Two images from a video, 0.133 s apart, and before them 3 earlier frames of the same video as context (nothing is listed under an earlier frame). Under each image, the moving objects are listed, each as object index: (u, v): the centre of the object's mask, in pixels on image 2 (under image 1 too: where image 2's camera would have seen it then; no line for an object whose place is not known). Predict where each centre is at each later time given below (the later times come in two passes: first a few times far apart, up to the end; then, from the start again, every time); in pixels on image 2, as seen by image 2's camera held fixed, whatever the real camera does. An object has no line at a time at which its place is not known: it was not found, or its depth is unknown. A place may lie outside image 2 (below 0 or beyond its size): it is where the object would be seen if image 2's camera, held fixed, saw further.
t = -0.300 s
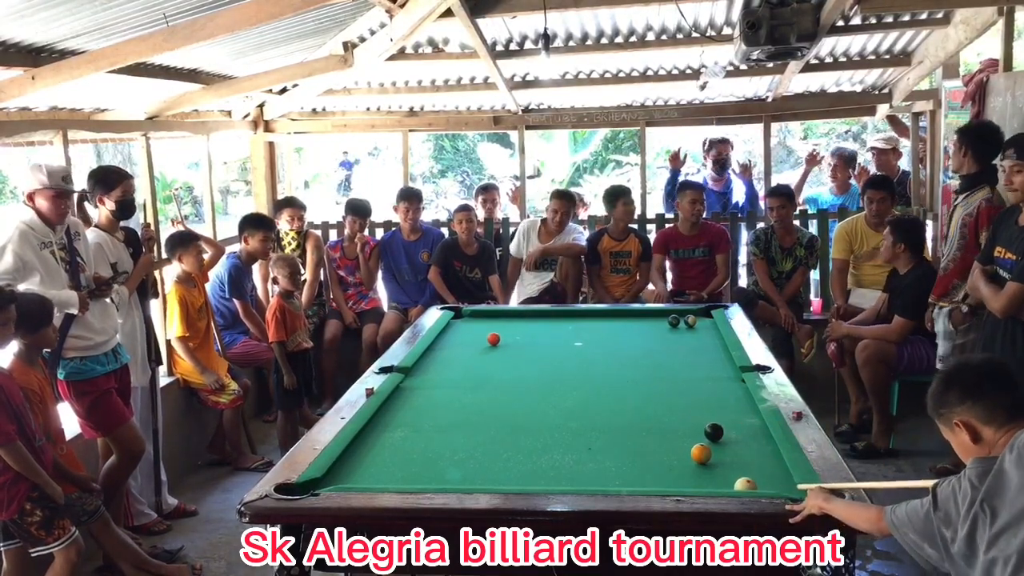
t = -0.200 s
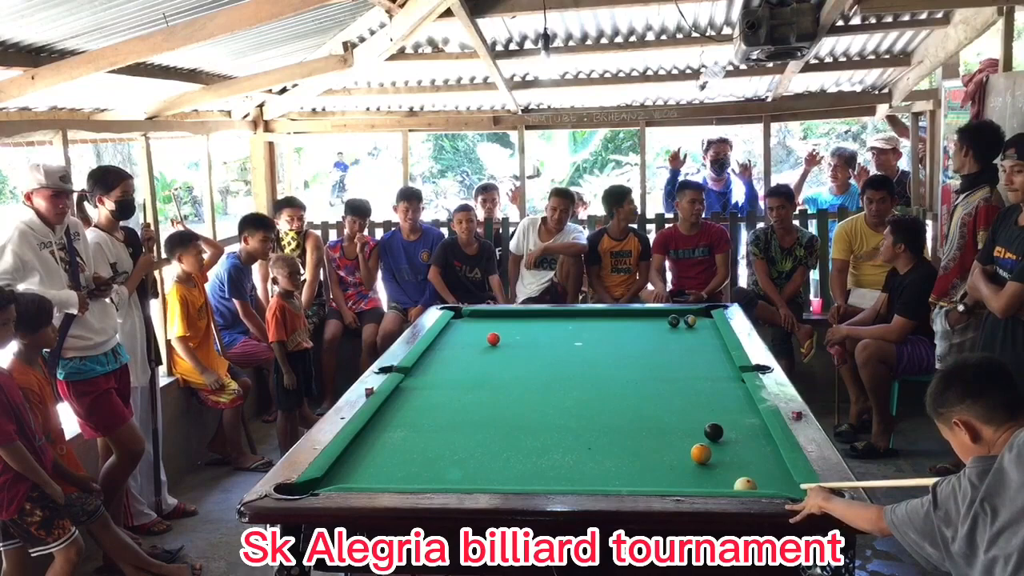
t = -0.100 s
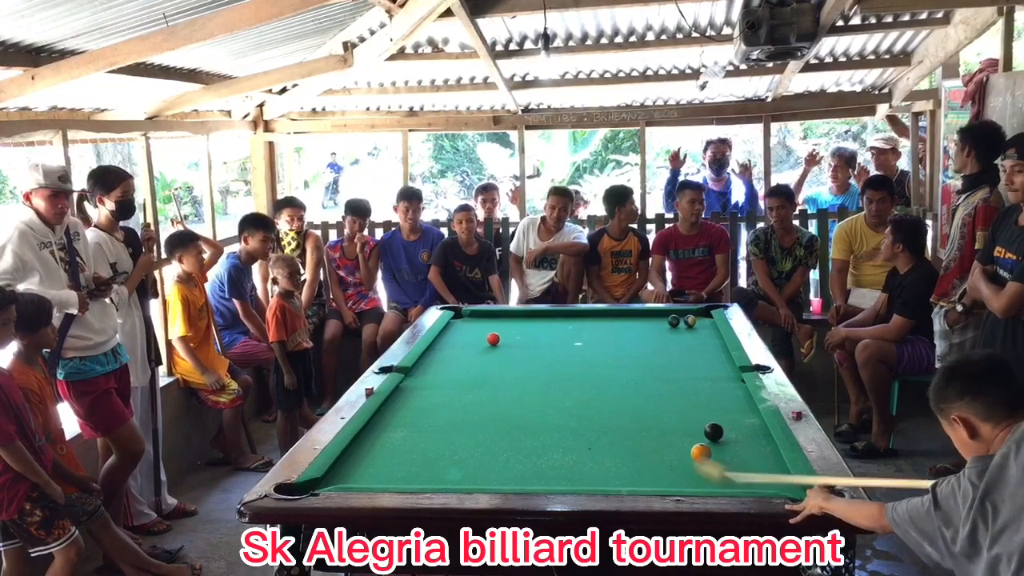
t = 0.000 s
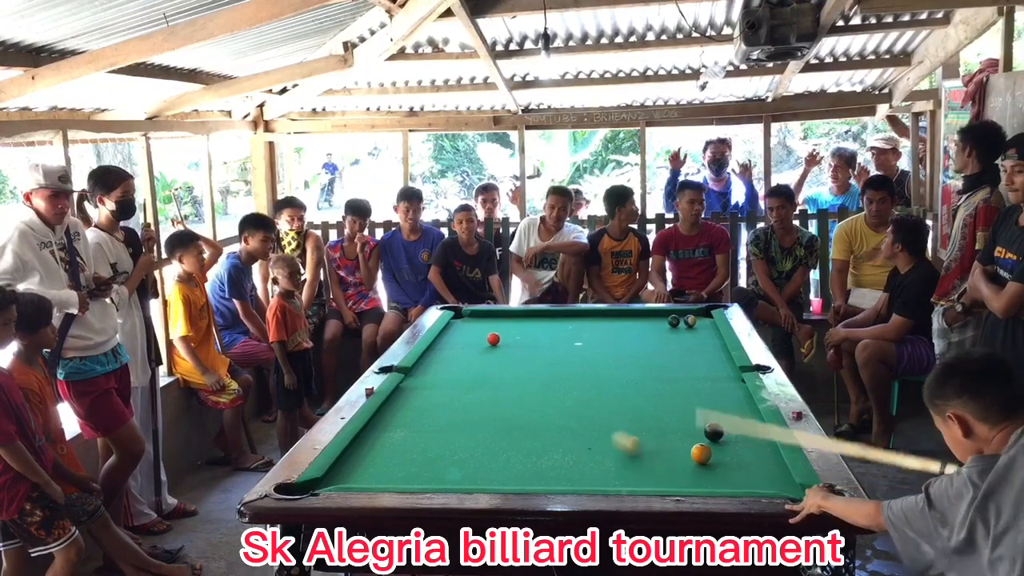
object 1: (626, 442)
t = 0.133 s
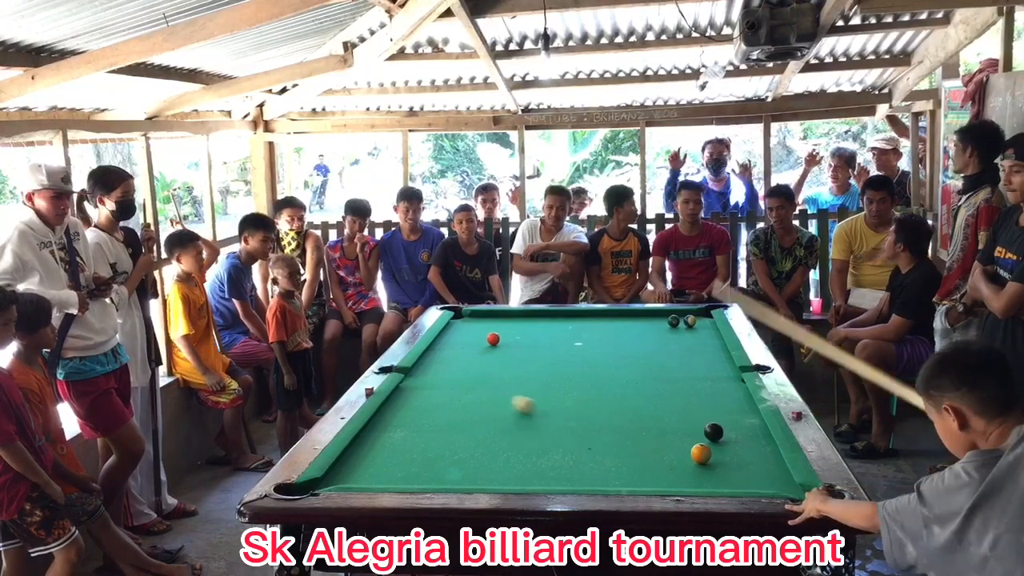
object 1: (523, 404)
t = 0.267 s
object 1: (448, 376)
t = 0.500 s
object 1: (477, 350)
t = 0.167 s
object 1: (506, 398)
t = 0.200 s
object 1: (476, 387)
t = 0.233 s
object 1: (461, 381)
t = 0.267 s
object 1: (448, 376)
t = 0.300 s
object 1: (434, 371)
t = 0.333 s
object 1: (423, 366)
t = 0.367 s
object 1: (438, 360)
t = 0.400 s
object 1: (450, 358)
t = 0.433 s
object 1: (460, 355)
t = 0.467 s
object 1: (469, 352)
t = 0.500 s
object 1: (477, 350)
